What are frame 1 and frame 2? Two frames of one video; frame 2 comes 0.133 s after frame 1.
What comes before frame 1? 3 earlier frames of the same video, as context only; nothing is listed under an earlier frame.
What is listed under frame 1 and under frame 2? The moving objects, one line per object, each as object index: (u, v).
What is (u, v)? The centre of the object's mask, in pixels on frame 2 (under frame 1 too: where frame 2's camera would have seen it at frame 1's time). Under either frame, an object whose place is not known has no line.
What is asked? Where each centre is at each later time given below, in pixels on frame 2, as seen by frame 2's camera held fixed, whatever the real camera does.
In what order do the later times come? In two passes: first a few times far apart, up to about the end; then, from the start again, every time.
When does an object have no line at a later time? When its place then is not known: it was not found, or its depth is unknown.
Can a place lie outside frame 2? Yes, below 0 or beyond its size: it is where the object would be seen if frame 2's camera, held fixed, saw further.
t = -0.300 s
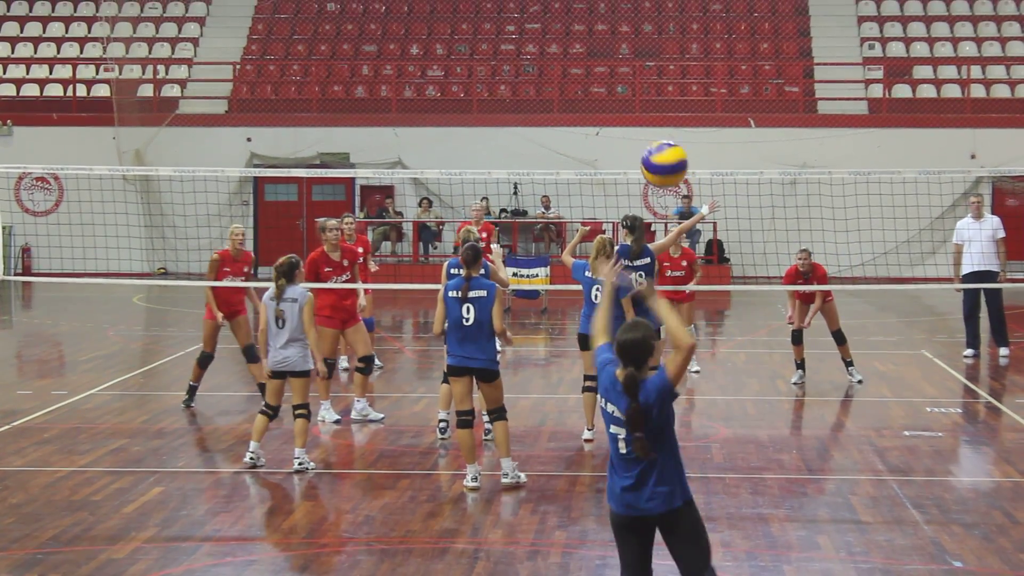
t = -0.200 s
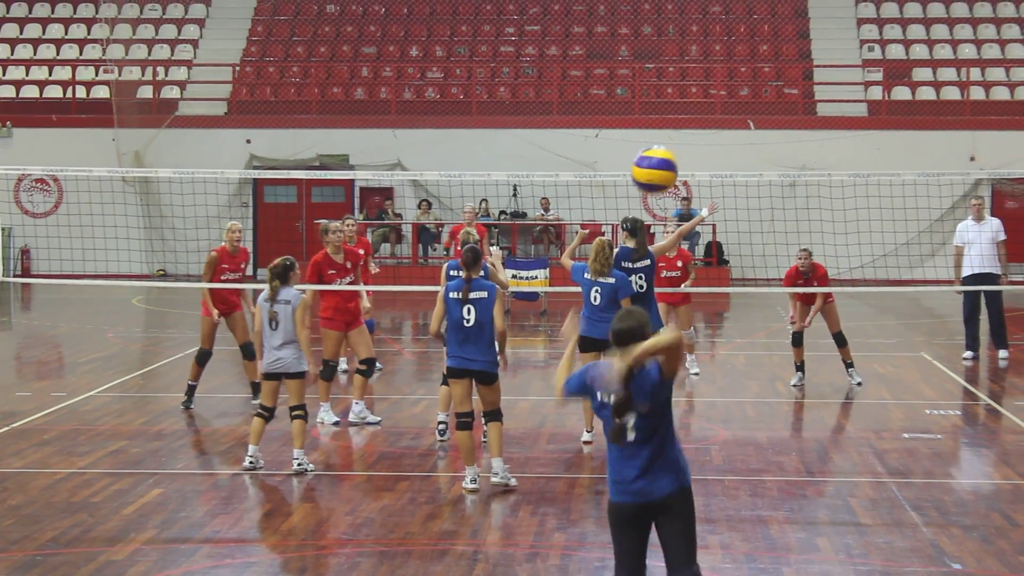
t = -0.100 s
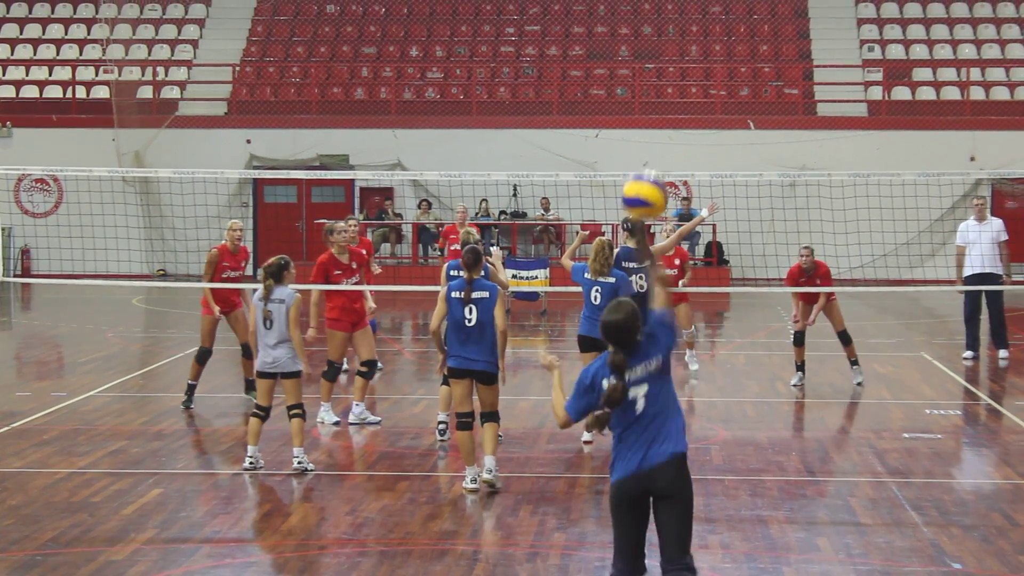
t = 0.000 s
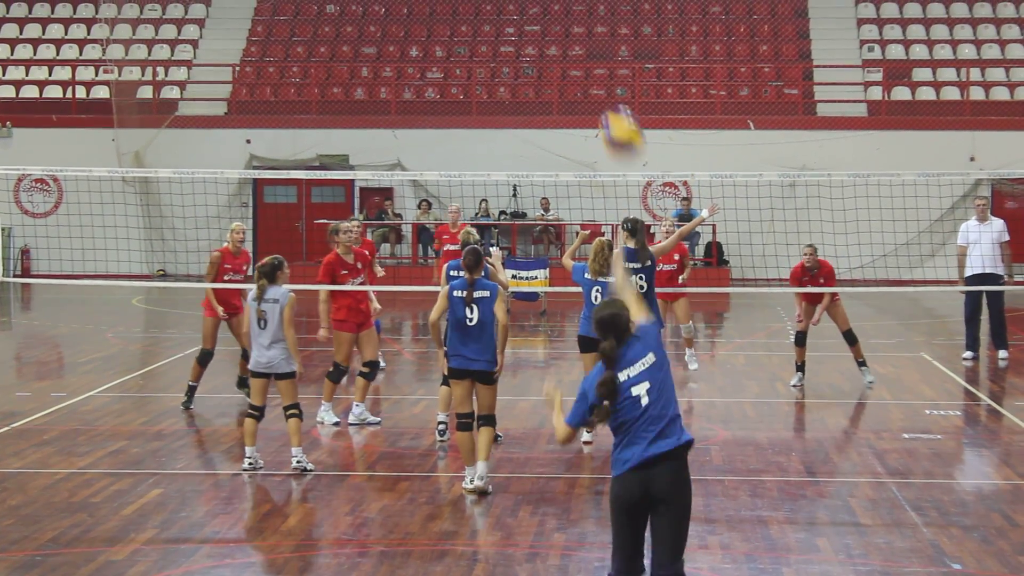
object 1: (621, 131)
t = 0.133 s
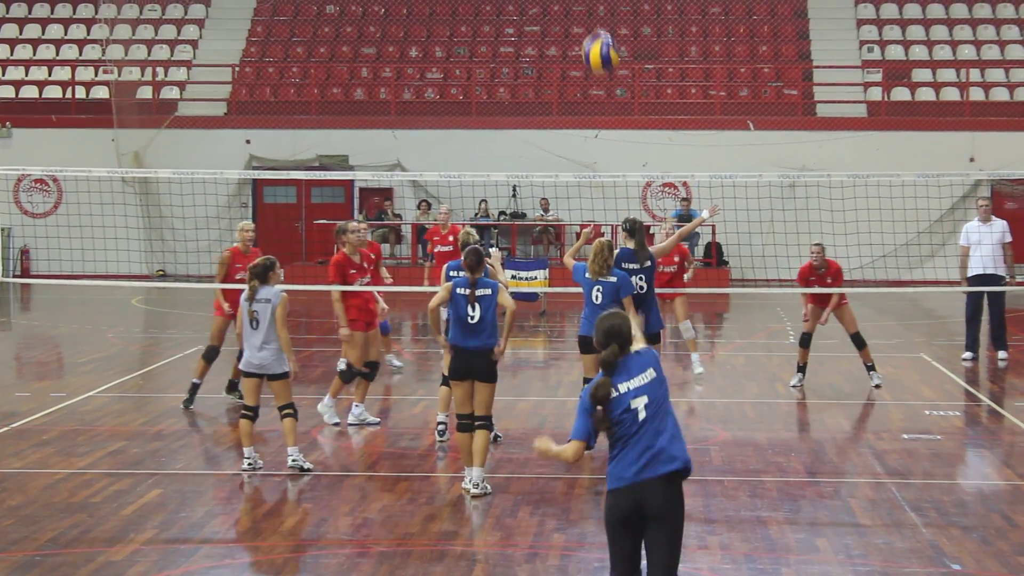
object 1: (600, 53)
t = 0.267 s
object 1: (587, 17)
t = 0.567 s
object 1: (573, 42)
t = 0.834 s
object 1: (577, 128)
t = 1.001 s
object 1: (576, 204)
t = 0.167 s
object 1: (597, 41)
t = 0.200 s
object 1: (593, 31)
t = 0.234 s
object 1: (589, 24)
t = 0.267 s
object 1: (587, 17)
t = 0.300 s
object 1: (585, 14)
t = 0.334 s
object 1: (582, 12)
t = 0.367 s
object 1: (581, 11)
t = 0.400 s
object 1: (579, 12)
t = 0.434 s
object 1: (577, 15)
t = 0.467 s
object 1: (576, 19)
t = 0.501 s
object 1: (575, 26)
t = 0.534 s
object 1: (573, 34)
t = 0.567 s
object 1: (573, 42)
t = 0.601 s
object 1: (573, 50)
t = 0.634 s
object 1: (574, 59)
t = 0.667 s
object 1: (575, 68)
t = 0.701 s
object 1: (576, 79)
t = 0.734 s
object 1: (576, 90)
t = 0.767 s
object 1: (576, 102)
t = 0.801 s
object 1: (577, 114)
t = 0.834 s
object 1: (577, 128)
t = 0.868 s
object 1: (578, 142)
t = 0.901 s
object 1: (577, 156)
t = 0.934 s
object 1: (576, 167)
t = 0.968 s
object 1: (576, 190)
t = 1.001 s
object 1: (576, 204)
